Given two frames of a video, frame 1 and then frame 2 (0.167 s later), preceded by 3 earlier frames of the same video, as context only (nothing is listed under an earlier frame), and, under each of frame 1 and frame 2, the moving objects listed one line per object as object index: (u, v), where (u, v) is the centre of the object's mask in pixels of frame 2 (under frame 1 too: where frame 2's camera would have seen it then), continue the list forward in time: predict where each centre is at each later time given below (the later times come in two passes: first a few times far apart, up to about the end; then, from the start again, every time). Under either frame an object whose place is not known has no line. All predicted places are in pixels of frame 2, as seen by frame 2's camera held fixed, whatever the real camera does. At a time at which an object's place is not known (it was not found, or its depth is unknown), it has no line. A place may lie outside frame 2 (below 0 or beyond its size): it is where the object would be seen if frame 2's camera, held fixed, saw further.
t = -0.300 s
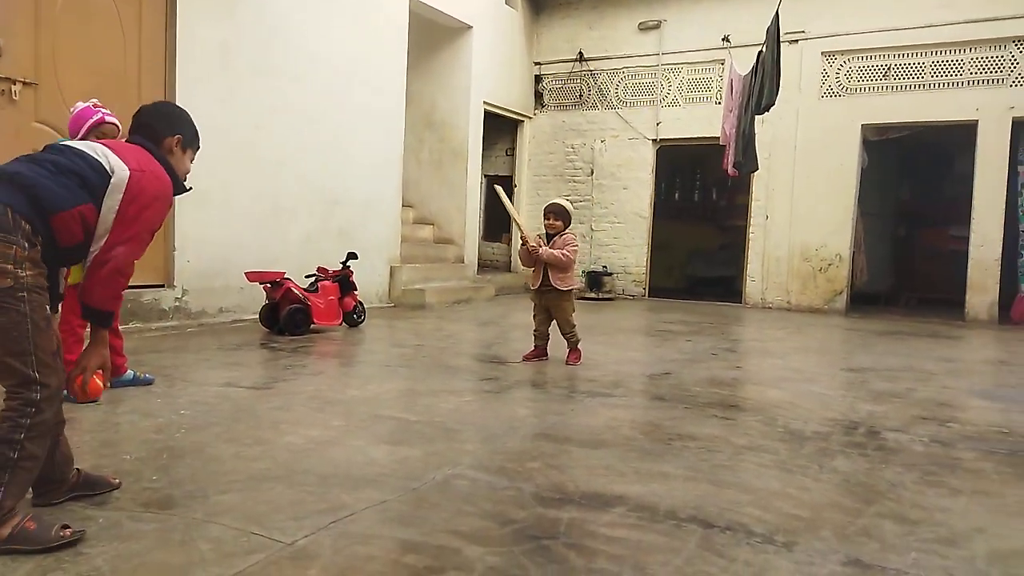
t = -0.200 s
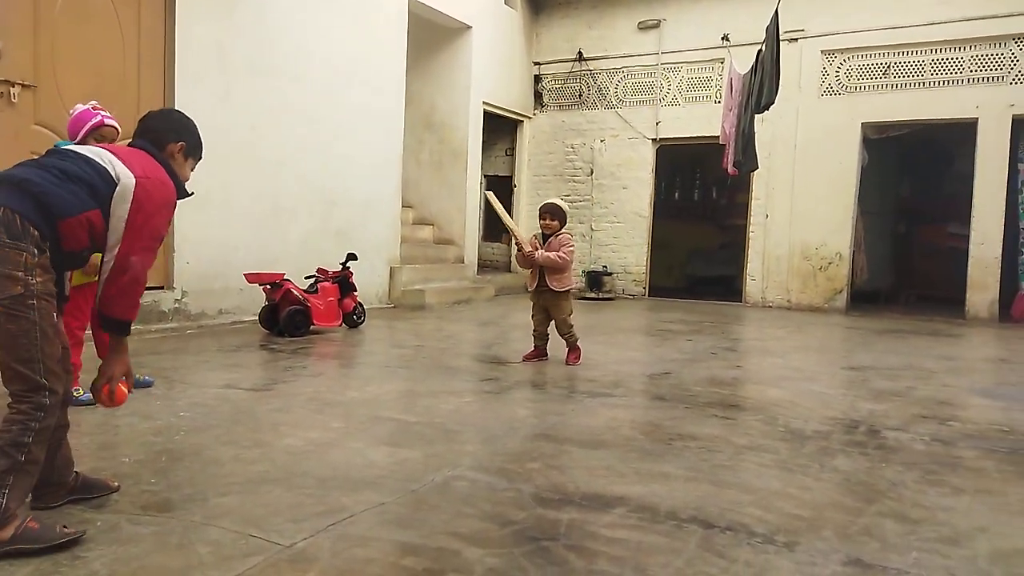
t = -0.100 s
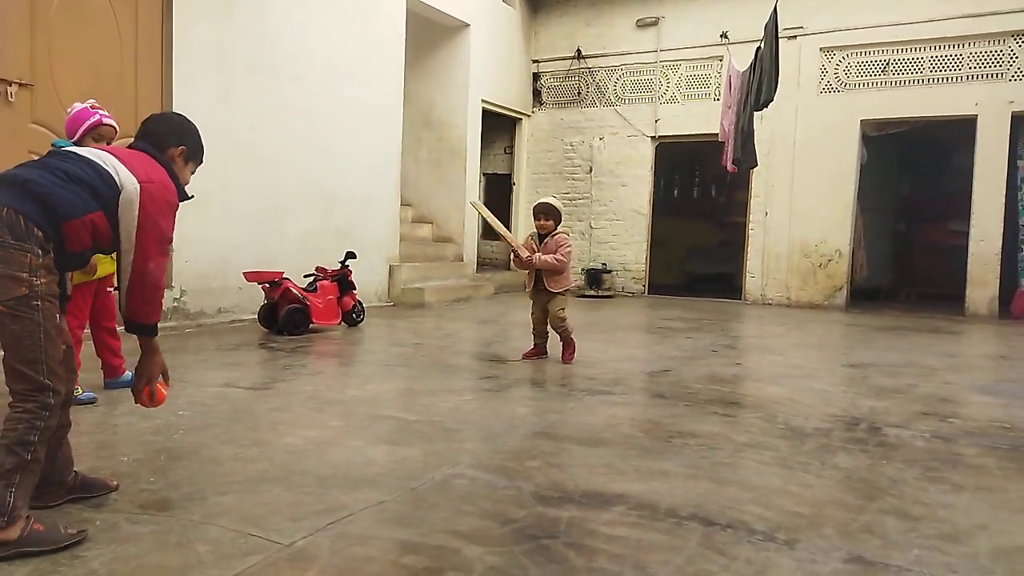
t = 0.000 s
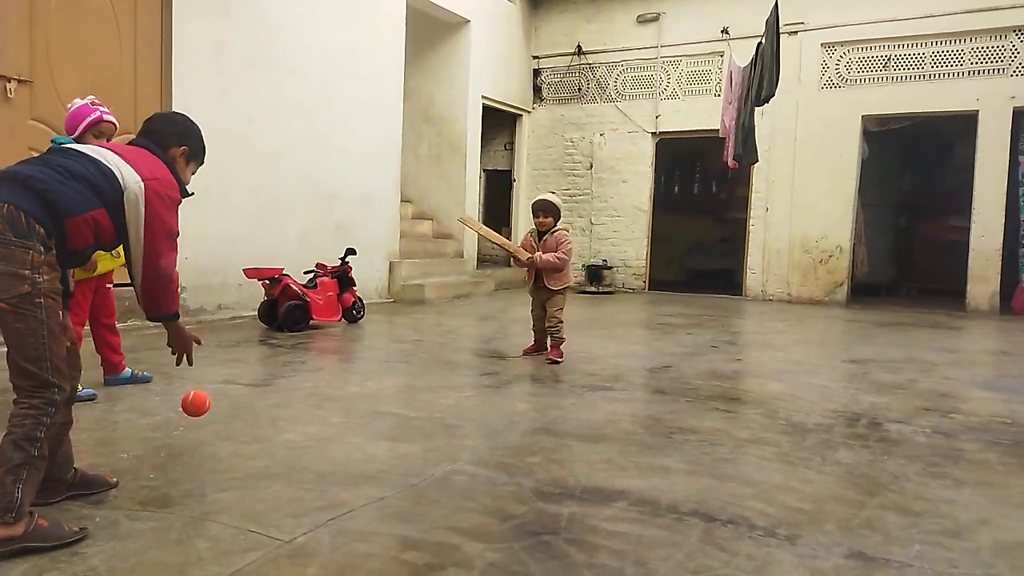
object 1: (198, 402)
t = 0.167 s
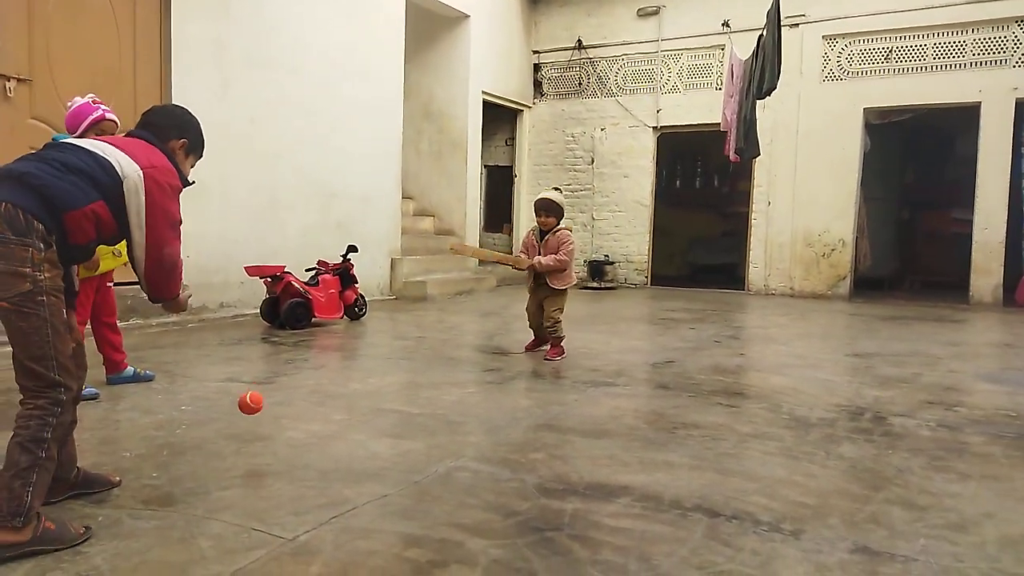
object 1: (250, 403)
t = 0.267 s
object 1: (272, 387)
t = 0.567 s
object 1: (320, 386)
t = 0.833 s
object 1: (347, 377)
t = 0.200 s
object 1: (258, 394)
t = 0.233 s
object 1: (265, 389)
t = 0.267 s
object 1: (272, 387)
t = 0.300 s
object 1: (279, 389)
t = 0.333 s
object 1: (285, 395)
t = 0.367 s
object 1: (291, 403)
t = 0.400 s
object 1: (297, 408)
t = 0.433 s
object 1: (302, 397)
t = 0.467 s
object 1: (307, 390)
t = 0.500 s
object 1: (312, 385)
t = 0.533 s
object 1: (316, 385)
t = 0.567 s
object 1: (320, 386)
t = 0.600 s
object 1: (324, 391)
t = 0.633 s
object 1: (329, 390)
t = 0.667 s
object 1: (332, 384)
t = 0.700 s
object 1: (335, 381)
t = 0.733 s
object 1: (339, 380)
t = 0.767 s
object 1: (342, 383)
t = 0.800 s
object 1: (345, 381)
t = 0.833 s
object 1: (347, 377)
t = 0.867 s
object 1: (350, 376)
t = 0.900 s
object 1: (352, 377)
